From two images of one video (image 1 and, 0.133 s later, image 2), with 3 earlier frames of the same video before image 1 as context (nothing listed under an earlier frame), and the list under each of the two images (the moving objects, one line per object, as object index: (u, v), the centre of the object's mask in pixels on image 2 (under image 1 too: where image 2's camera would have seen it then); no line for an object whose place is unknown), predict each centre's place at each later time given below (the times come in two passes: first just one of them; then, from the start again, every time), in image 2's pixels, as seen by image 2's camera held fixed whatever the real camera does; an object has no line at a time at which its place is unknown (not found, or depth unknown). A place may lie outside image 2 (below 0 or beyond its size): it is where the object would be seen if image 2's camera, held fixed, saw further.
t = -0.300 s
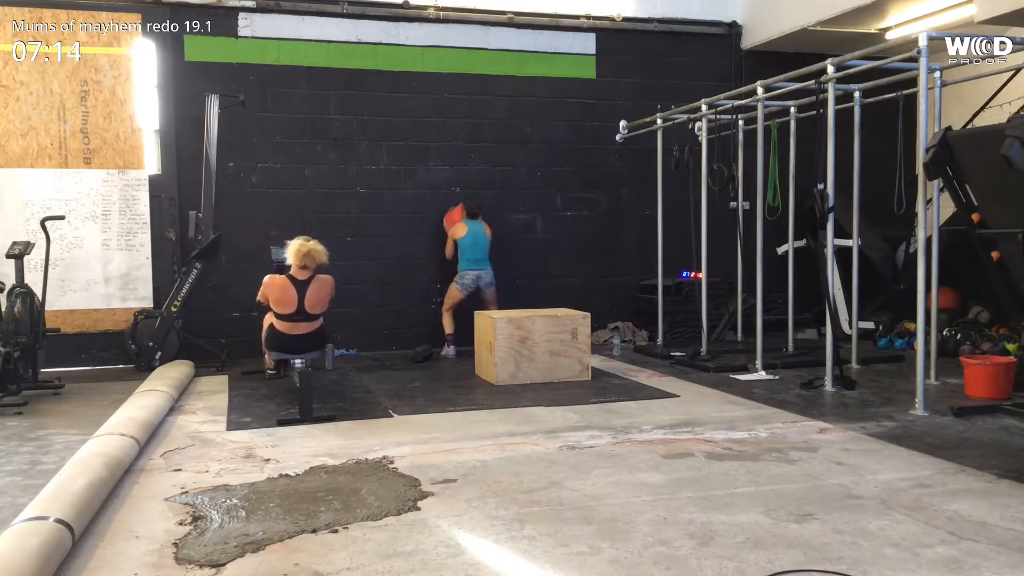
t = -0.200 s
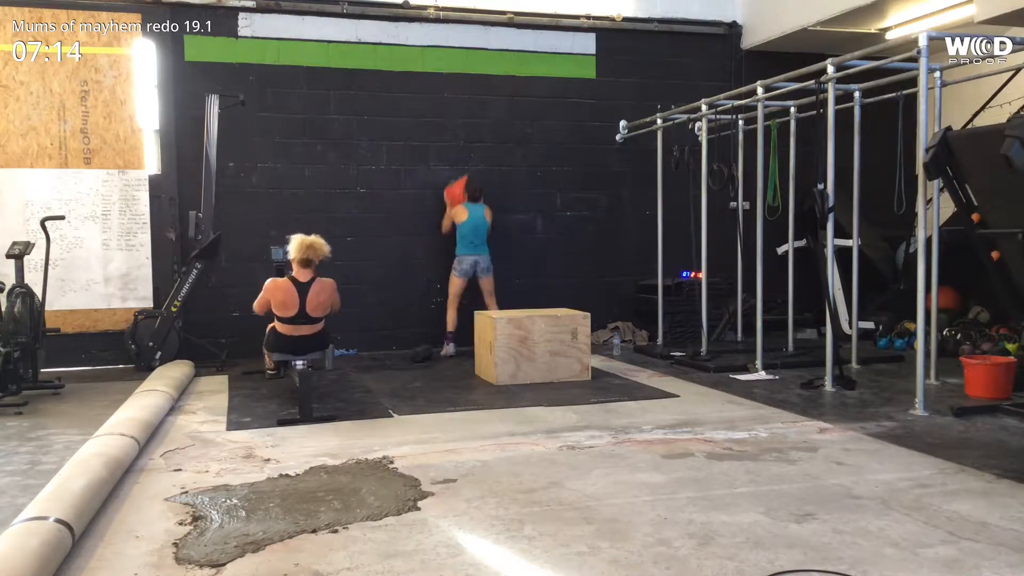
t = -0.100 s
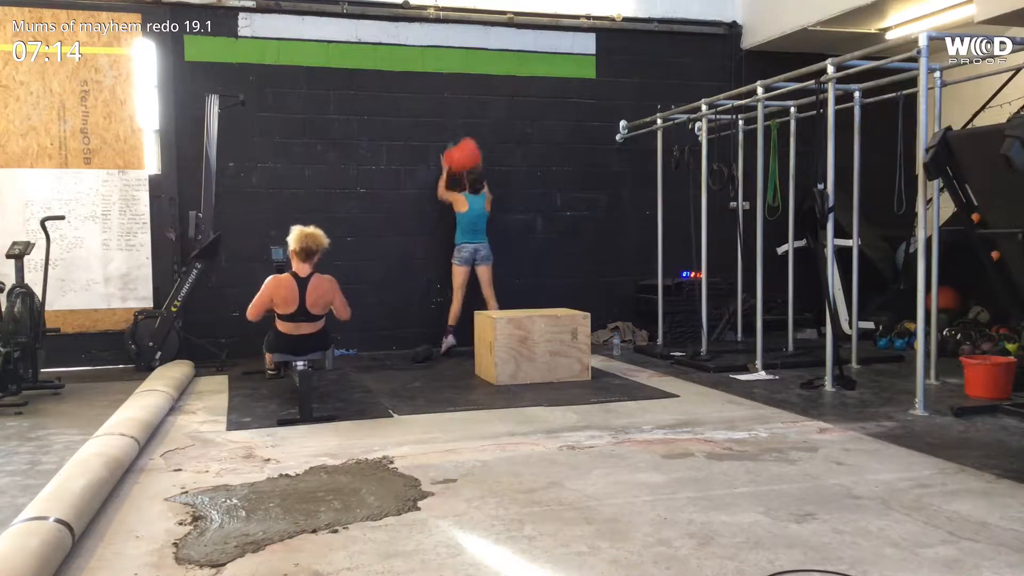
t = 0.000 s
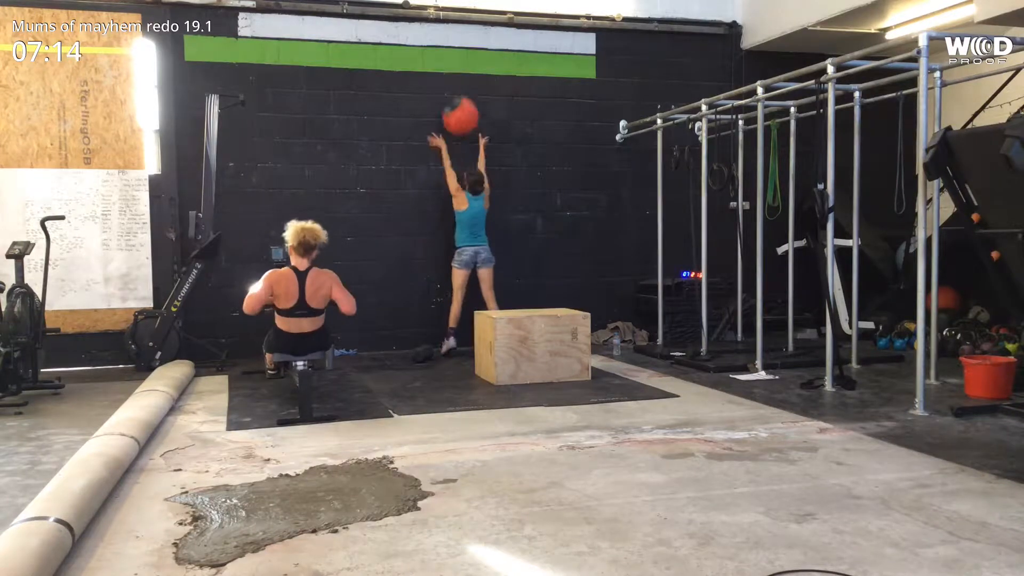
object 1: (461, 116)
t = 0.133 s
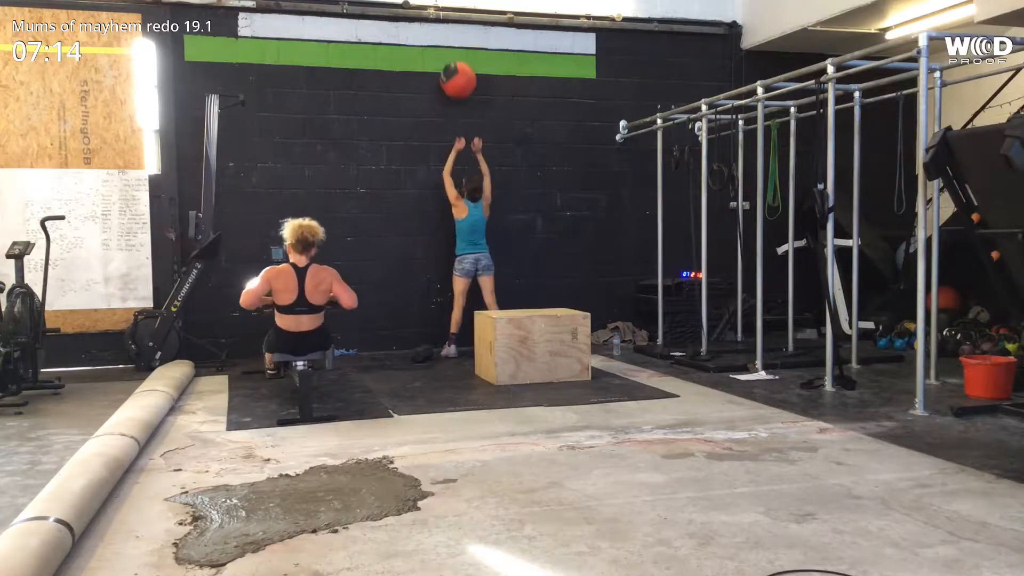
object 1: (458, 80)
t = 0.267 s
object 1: (458, 66)
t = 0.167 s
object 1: (458, 75)
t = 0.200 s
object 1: (458, 71)
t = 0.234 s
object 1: (458, 68)
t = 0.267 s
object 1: (458, 66)
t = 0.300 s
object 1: (459, 66)
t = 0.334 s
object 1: (459, 66)
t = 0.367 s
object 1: (459, 67)
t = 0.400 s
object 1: (459, 70)
